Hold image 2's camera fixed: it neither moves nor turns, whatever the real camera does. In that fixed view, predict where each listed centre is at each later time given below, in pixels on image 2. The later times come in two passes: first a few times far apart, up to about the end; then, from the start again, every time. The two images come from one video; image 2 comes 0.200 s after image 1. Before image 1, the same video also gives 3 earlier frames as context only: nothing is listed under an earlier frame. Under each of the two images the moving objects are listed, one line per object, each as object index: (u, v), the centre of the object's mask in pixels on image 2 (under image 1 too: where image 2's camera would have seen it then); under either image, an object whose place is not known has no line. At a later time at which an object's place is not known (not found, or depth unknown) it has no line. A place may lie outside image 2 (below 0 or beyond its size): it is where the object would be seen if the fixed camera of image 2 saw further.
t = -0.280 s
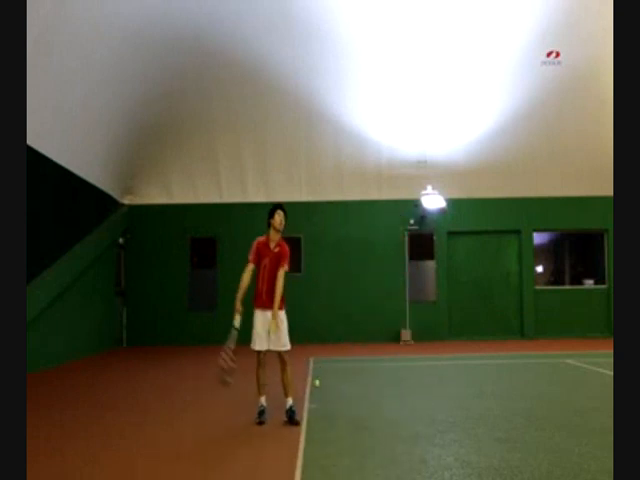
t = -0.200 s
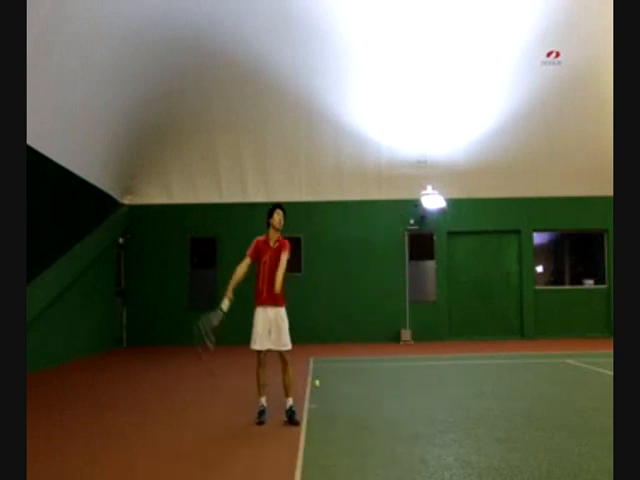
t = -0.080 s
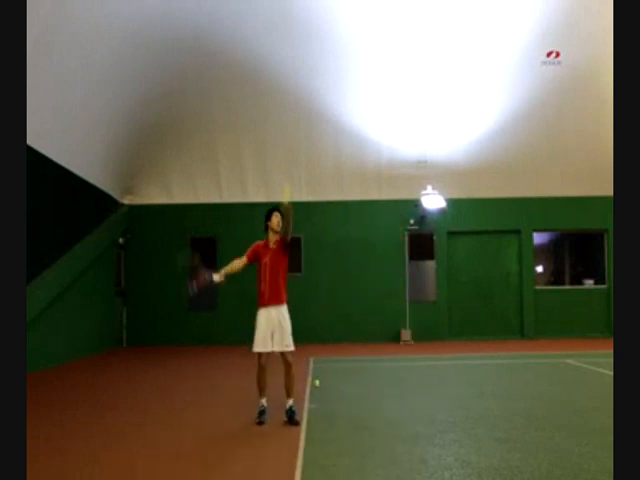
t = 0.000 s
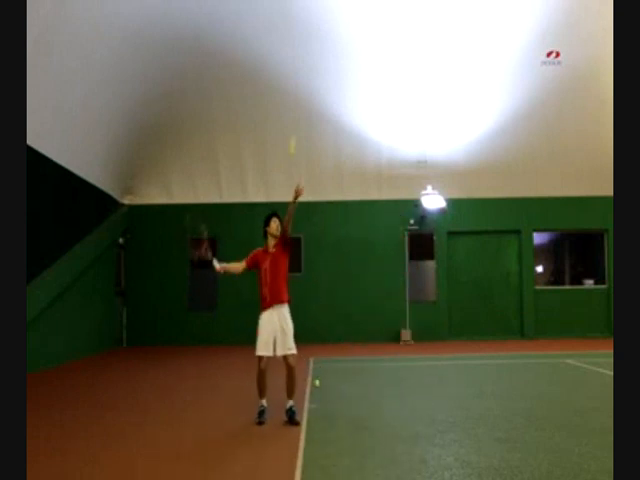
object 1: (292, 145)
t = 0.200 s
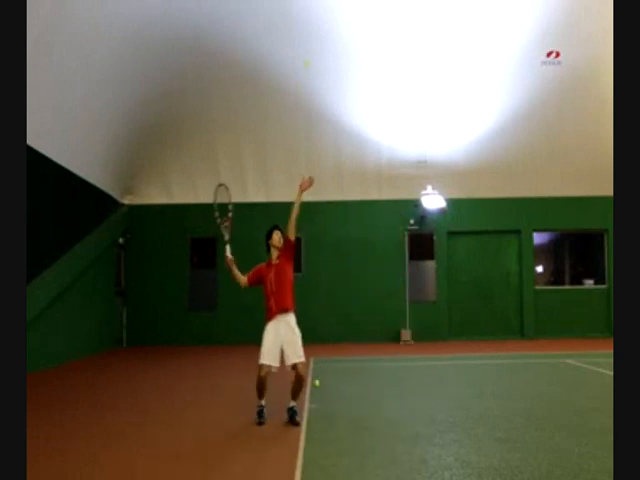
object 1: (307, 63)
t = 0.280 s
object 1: (312, 46)
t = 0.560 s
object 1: (331, 40)
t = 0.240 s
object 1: (309, 54)
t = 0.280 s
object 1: (312, 46)
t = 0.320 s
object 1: (315, 40)
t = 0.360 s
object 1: (317, 36)
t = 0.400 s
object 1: (321, 32)
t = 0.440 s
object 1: (323, 32)
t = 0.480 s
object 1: (325, 33)
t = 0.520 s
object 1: (328, 36)
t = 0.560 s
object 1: (331, 40)
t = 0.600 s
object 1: (333, 47)
